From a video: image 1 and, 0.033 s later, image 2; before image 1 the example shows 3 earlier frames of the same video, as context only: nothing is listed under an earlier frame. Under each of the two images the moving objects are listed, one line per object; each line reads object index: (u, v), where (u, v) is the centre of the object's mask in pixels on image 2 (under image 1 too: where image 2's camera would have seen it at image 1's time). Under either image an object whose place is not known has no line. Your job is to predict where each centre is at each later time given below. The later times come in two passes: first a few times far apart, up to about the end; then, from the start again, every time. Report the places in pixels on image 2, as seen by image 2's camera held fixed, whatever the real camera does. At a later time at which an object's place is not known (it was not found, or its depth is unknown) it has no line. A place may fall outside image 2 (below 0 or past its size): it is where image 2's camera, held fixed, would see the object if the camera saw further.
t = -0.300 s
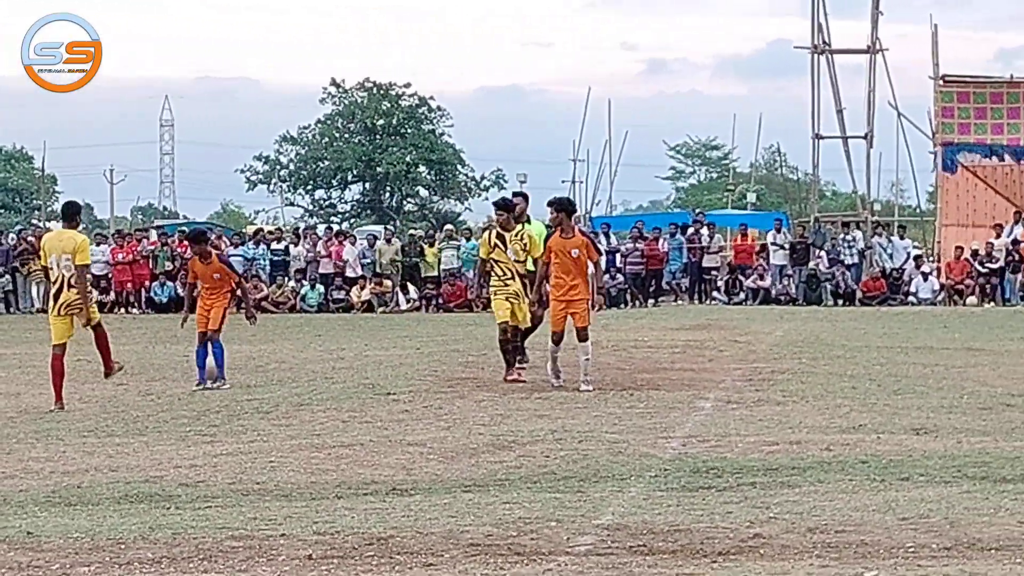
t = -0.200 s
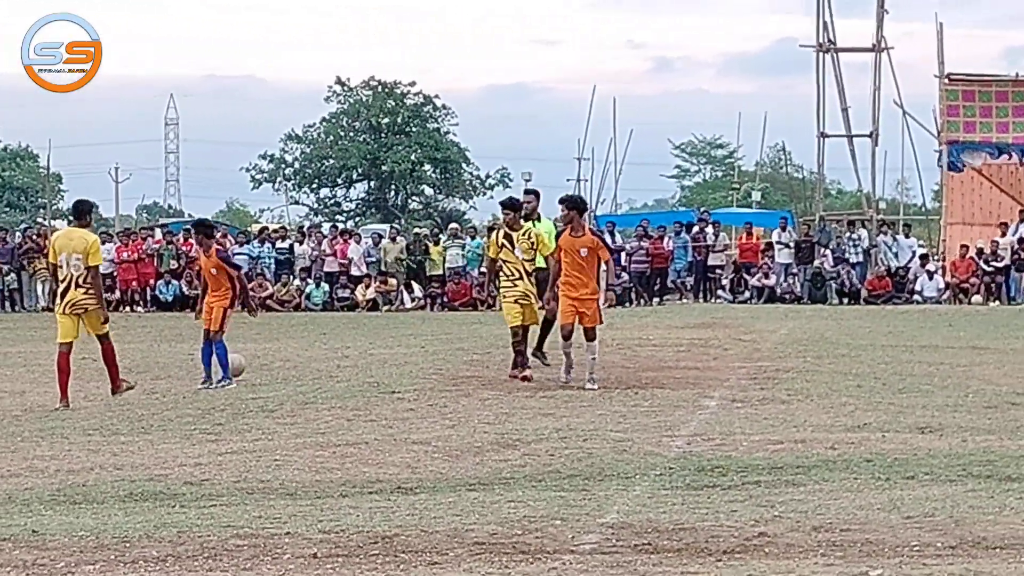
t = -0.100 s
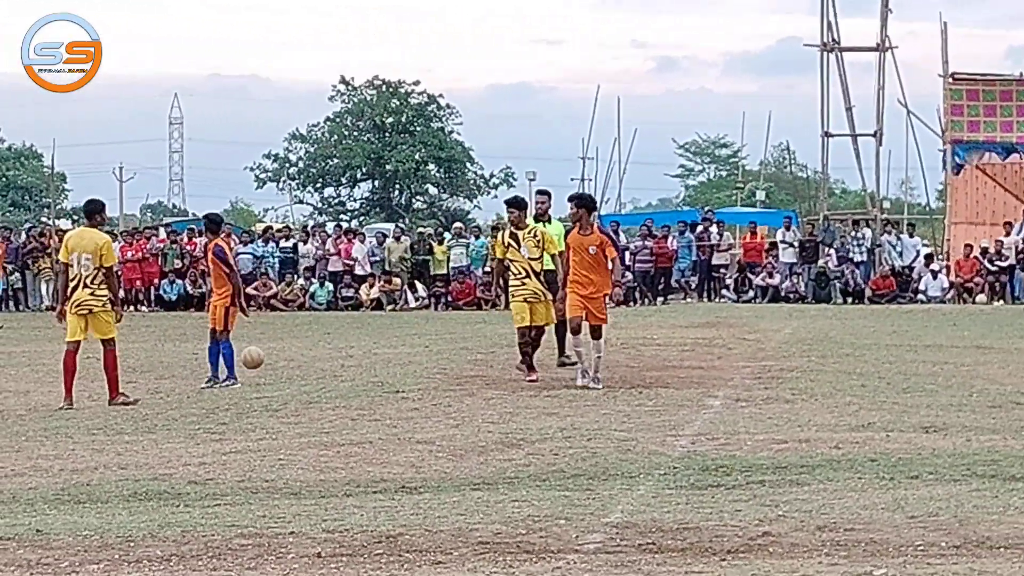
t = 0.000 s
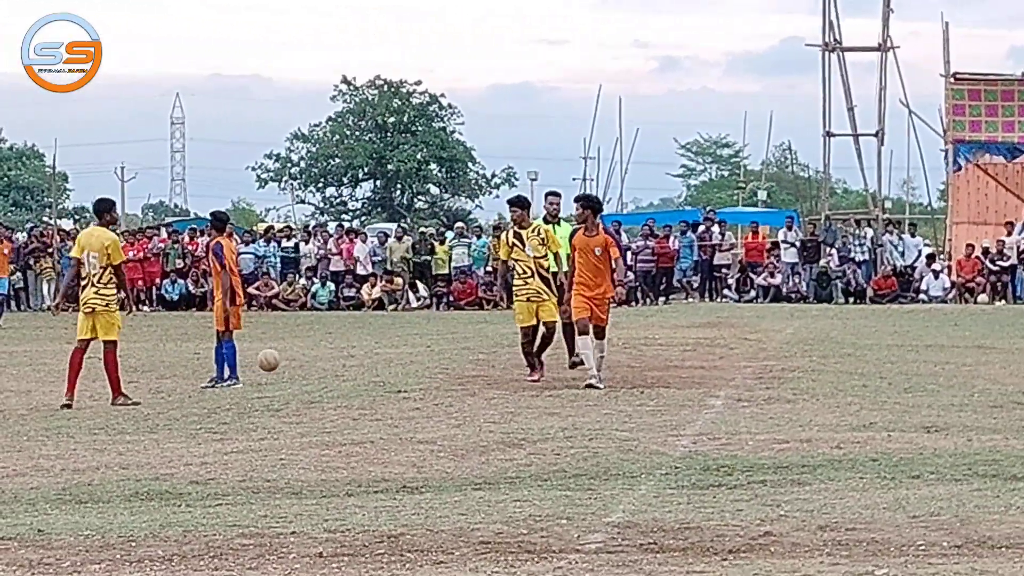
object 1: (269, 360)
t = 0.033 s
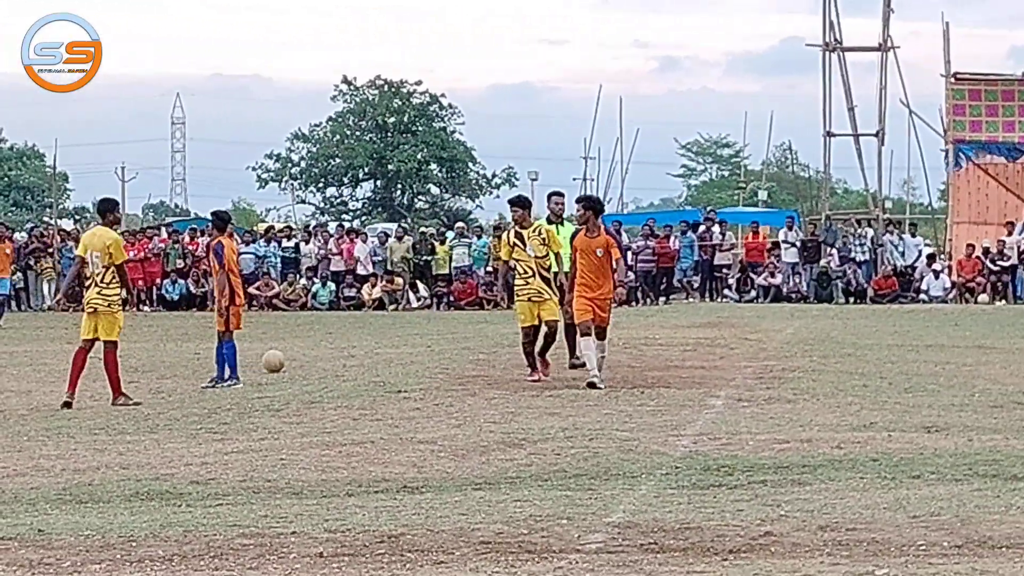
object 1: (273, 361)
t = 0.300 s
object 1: (304, 352)
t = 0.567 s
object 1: (336, 345)
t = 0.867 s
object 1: (364, 335)
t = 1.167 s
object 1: (388, 329)
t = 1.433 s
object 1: (404, 316)
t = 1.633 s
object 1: (417, 330)
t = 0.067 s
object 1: (277, 356)
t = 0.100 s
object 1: (281, 352)
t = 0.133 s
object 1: (285, 350)
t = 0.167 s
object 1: (289, 348)
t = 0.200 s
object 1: (293, 348)
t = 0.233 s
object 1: (297, 348)
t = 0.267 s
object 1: (301, 350)
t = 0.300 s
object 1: (304, 352)
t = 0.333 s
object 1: (308, 351)
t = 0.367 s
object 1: (313, 350)
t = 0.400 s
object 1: (317, 350)
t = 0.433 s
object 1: (321, 348)
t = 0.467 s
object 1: (324, 345)
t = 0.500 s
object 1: (329, 345)
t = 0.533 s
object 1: (332, 345)
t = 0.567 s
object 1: (336, 345)
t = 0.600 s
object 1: (339, 344)
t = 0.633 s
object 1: (343, 343)
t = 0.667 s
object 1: (346, 343)
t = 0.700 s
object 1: (350, 342)
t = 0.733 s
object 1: (353, 341)
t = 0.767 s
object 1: (356, 338)
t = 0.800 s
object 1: (359, 336)
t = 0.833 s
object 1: (361, 335)
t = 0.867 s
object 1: (364, 335)
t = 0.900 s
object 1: (367, 336)
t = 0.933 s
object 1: (370, 338)
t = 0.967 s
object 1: (373, 336)
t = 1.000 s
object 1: (375, 335)
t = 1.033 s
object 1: (378, 334)
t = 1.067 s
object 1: (380, 333)
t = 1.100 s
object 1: (383, 335)
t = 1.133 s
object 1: (386, 335)
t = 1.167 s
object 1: (388, 329)
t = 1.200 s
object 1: (389, 324)
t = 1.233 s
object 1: (392, 320)
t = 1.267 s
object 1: (394, 317)
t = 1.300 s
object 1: (396, 315)
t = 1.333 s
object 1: (398, 313)
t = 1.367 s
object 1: (400, 313)
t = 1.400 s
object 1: (402, 314)
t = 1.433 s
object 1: (404, 316)
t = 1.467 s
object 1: (406, 318)
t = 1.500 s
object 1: (408, 321)
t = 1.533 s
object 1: (411, 326)
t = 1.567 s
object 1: (413, 330)
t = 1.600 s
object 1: (415, 331)
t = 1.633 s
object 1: (417, 330)
